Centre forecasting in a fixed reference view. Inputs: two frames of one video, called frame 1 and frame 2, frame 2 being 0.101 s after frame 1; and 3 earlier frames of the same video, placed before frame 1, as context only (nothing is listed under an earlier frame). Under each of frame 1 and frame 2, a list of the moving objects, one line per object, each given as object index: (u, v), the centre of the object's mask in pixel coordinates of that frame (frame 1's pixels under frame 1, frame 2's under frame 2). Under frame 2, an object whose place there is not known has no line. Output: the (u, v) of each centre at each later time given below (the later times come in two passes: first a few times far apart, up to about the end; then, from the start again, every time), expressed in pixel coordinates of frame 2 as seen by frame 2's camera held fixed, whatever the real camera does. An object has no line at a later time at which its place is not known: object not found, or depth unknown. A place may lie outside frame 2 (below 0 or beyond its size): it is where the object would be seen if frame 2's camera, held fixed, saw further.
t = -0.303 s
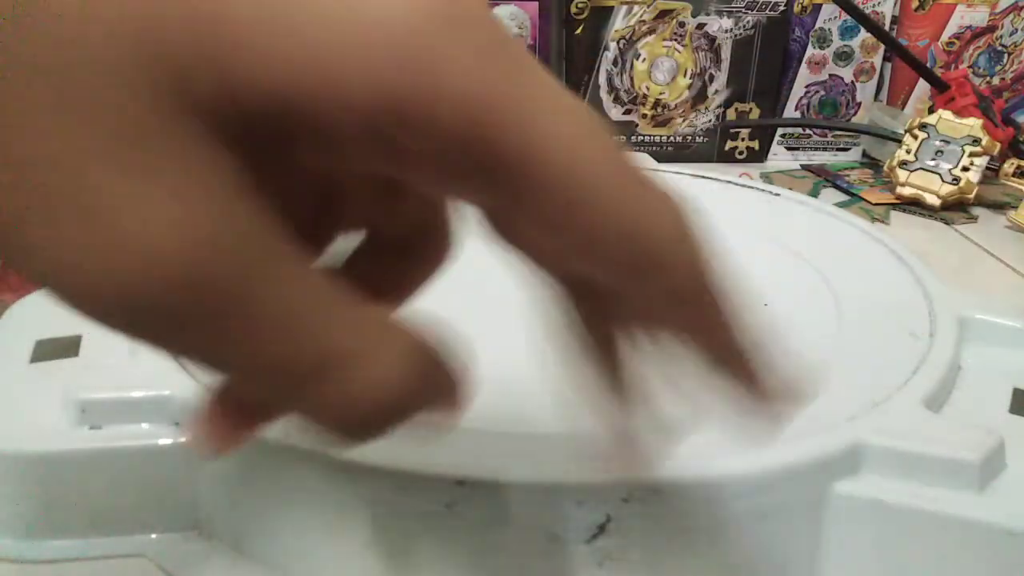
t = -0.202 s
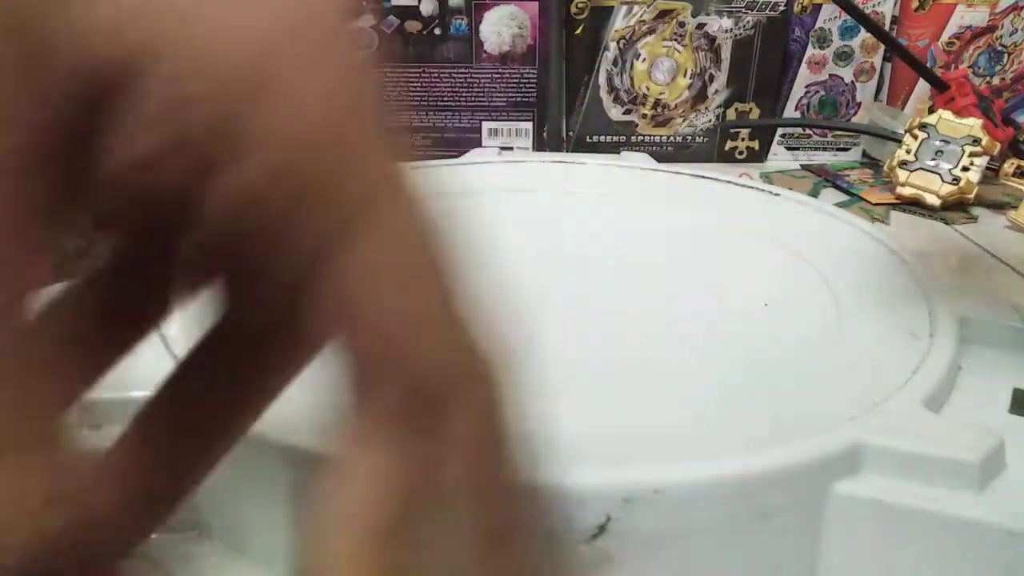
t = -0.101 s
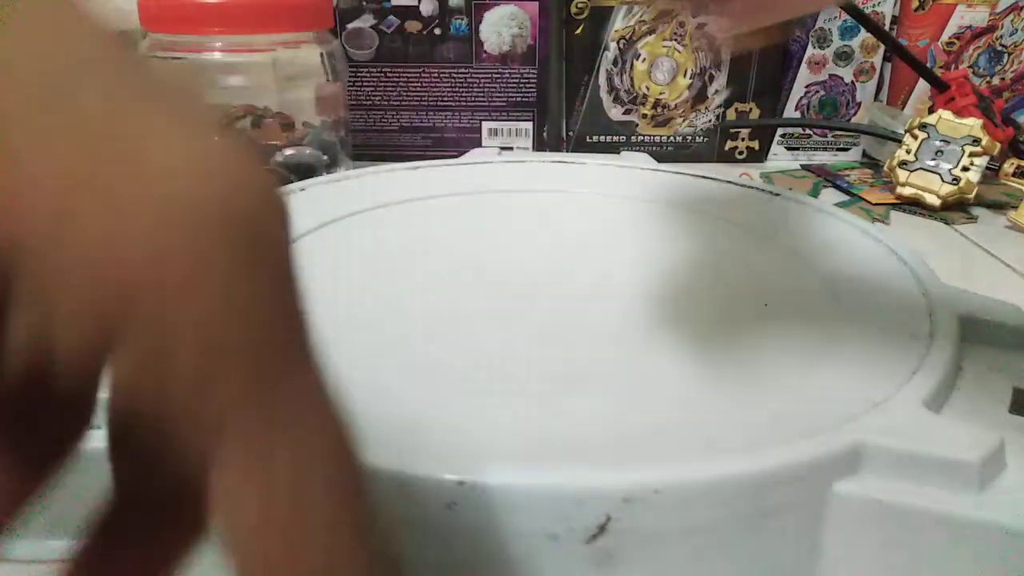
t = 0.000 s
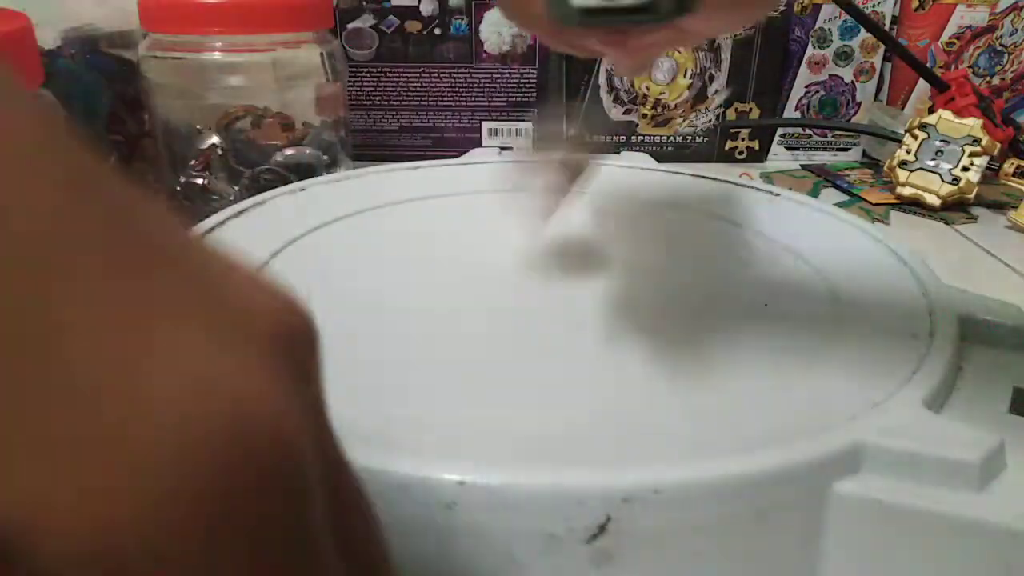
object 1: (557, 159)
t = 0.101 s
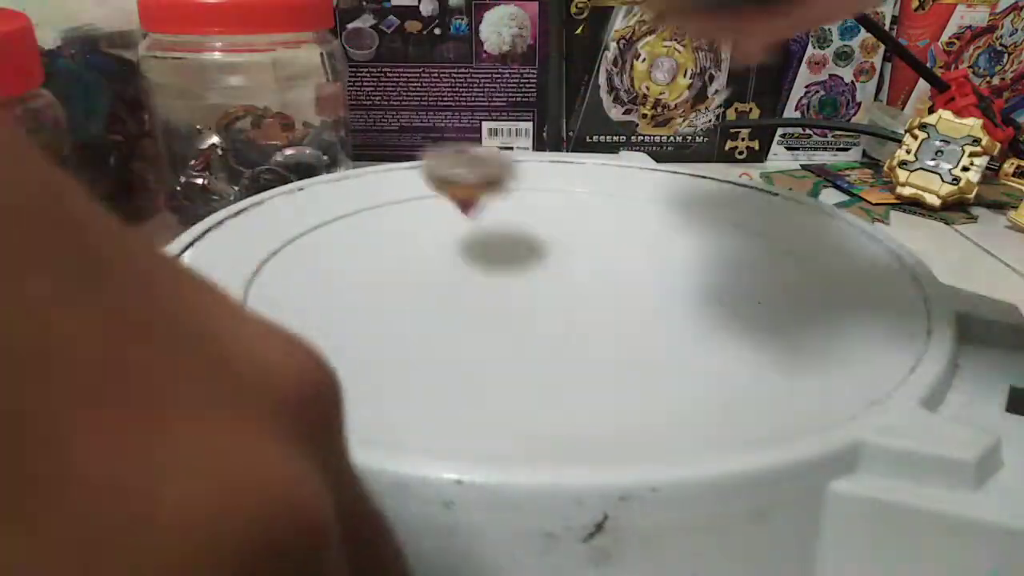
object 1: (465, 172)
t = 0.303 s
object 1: (404, 241)
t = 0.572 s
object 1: (500, 301)
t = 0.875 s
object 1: (622, 235)
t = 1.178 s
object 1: (457, 214)
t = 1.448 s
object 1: (479, 301)
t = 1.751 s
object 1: (716, 278)
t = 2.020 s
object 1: (605, 226)
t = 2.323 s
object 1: (406, 259)
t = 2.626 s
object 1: (497, 329)
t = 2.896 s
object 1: (645, 273)
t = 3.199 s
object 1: (510, 208)
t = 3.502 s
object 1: (392, 255)
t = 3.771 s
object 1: (565, 308)
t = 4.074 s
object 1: (674, 239)
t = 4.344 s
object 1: (526, 225)
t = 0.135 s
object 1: (447, 168)
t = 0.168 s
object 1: (429, 182)
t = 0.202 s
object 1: (411, 224)
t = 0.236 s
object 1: (407, 216)
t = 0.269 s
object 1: (405, 220)
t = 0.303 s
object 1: (404, 241)
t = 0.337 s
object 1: (403, 244)
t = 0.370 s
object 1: (402, 255)
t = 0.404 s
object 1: (406, 262)
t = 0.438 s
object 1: (421, 271)
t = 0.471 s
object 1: (435, 281)
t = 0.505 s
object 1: (452, 290)
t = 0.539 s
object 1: (475, 297)
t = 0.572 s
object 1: (500, 301)
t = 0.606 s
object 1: (524, 304)
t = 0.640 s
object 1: (554, 299)
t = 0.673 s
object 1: (580, 294)
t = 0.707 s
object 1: (599, 285)
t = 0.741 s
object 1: (616, 275)
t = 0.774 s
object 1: (625, 265)
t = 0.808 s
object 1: (629, 254)
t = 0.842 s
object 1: (627, 243)
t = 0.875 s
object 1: (622, 235)
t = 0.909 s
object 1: (611, 227)
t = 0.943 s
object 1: (597, 218)
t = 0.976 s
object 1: (581, 213)
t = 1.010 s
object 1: (562, 208)
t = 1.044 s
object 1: (540, 205)
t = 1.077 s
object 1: (519, 205)
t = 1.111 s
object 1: (496, 204)
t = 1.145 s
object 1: (476, 209)
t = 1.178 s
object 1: (457, 214)
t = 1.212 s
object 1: (443, 225)
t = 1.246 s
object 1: (433, 235)
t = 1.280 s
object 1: (427, 246)
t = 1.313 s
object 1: (426, 257)
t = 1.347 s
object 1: (430, 270)
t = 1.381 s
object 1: (441, 281)
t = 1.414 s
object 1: (457, 292)
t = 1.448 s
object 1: (479, 301)
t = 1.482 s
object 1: (504, 307)
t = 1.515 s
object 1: (534, 313)
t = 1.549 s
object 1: (567, 315)
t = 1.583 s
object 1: (599, 315)
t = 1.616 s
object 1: (631, 312)
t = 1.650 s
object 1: (660, 306)
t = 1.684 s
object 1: (685, 300)
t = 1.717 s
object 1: (704, 290)
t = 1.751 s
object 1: (716, 278)
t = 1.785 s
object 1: (721, 267)
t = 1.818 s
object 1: (719, 257)
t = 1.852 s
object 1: (711, 247)
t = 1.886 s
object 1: (698, 240)
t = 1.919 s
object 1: (679, 234)
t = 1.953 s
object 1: (656, 230)
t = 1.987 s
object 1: (632, 227)
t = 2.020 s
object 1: (605, 226)
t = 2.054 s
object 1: (580, 225)
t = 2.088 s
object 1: (554, 227)
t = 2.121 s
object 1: (526, 225)
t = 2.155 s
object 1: (503, 231)
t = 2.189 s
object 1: (480, 234)
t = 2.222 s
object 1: (458, 238)
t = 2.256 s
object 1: (440, 244)
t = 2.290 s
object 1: (421, 251)
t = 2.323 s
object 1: (406, 259)
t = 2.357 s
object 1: (394, 267)
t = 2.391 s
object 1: (386, 276)
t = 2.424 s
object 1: (383, 285)
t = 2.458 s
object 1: (386, 295)
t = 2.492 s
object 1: (396, 304)
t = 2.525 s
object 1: (412, 313)
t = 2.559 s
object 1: (434, 321)
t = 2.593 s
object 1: (463, 327)
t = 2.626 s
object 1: (497, 329)
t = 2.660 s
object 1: (530, 330)
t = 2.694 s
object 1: (564, 328)
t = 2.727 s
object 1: (593, 322)
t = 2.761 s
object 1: (616, 315)
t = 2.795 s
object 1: (631, 305)
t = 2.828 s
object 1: (642, 294)
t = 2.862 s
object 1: (646, 284)
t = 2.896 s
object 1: (645, 273)
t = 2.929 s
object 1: (640, 262)
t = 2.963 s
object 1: (631, 253)
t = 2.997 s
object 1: (619, 243)
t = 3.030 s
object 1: (605, 235)
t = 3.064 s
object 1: (588, 228)
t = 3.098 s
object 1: (570, 222)
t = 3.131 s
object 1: (550, 216)
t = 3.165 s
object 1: (530, 211)
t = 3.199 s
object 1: (510, 208)
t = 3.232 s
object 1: (489, 206)
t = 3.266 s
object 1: (469, 206)
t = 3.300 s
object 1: (449, 207)
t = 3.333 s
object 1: (431, 211)
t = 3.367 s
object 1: (415, 216)
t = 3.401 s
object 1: (402, 224)
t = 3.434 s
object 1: (393, 233)
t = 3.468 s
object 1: (389, 243)
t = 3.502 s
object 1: (392, 255)
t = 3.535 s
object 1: (399, 267)
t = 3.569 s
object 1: (413, 278)
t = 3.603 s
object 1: (422, 287)
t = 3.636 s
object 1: (446, 297)
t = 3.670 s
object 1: (472, 302)
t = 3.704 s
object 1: (503, 307)
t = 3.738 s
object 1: (534, 308)
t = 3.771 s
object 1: (565, 308)
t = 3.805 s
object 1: (593, 304)
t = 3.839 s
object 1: (619, 299)
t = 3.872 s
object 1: (640, 293)
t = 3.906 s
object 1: (656, 285)
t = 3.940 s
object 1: (670, 276)
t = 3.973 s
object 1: (680, 266)
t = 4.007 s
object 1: (684, 256)
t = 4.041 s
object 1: (682, 247)
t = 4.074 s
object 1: (674, 239)
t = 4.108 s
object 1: (664, 232)
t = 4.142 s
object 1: (648, 226)
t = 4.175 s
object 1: (630, 223)
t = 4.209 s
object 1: (608, 221)
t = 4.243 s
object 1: (592, 219)
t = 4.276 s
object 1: (571, 220)
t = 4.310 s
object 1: (547, 222)
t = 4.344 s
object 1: (526, 225)
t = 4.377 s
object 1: (505, 230)
